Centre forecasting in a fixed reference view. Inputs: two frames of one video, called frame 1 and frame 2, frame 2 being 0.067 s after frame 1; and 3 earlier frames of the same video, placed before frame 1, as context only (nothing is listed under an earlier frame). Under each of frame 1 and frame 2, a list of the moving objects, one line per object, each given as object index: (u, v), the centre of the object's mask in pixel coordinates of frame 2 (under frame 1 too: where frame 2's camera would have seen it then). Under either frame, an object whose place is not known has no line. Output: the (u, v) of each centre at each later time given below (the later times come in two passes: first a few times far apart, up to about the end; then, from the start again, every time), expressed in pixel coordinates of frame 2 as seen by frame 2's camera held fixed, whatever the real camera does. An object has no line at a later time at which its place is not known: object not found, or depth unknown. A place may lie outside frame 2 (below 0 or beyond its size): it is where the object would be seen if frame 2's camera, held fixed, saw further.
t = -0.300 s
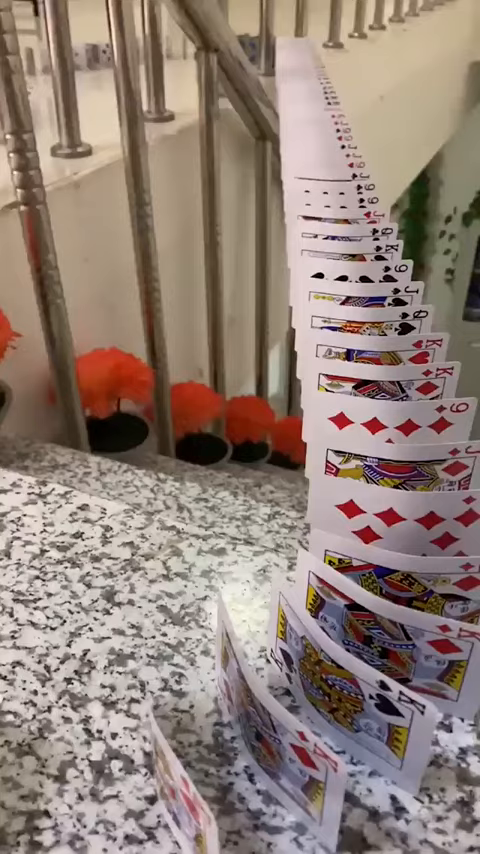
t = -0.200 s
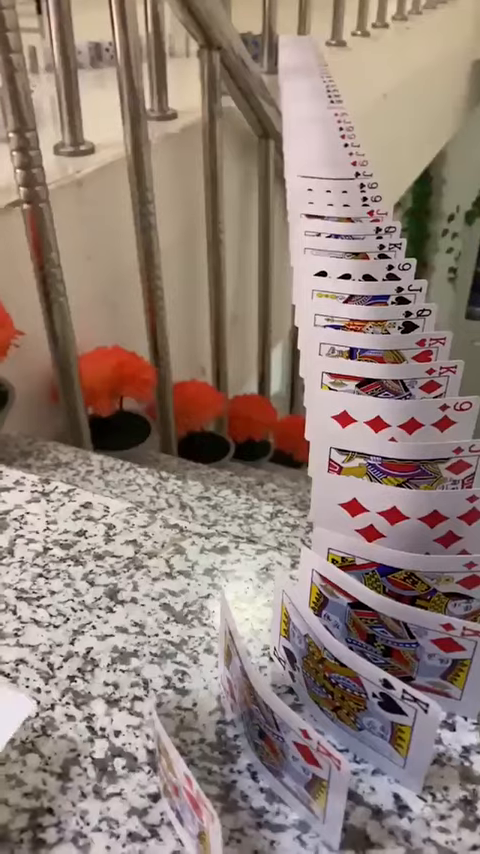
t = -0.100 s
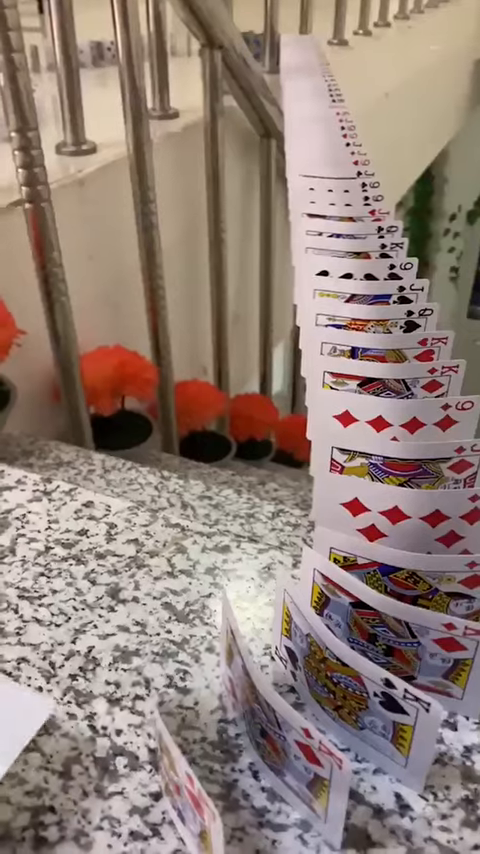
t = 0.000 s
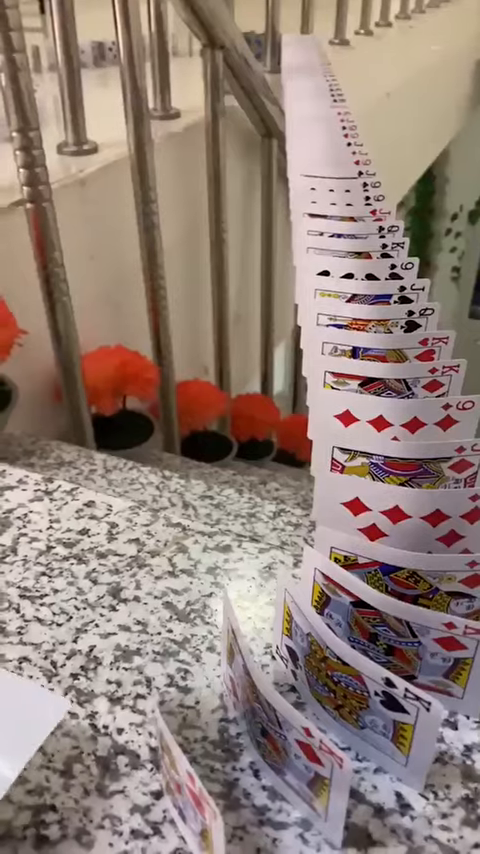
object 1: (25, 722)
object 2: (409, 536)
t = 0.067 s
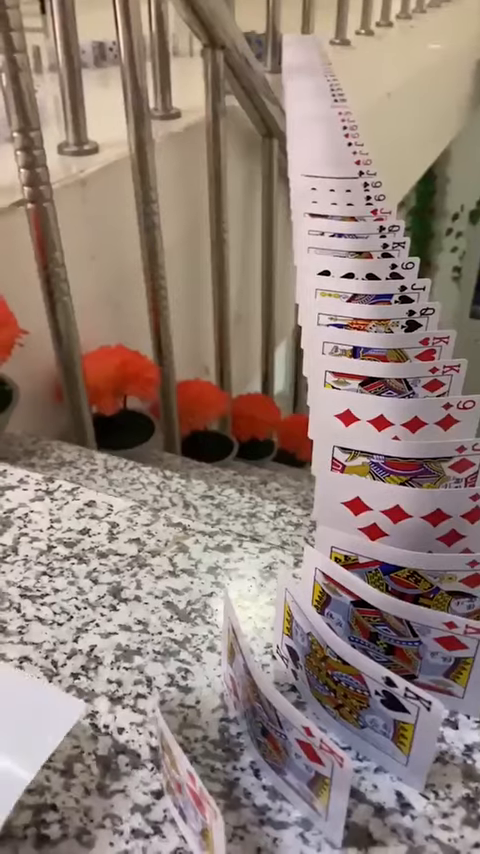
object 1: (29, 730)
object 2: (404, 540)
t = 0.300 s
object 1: (36, 737)
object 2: (402, 539)
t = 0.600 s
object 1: (47, 742)
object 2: (401, 539)
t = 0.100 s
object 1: (30, 732)
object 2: (404, 540)
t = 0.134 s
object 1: (30, 734)
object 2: (404, 540)
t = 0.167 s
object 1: (31, 737)
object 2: (403, 540)
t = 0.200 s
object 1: (32, 737)
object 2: (408, 536)
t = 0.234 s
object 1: (33, 737)
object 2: (403, 540)
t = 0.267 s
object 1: (35, 738)
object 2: (402, 539)
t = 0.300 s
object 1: (36, 737)
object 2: (402, 539)
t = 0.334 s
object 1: (37, 737)
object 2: (402, 539)
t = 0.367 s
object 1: (38, 737)
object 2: (402, 539)
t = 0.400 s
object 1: (40, 737)
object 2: (402, 539)
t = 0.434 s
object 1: (42, 739)
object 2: (402, 539)
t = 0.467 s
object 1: (43, 740)
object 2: (402, 539)
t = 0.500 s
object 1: (45, 740)
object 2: (402, 539)
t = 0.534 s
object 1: (46, 742)
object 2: (401, 539)
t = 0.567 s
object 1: (46, 742)
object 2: (401, 539)
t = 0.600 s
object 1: (47, 742)
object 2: (401, 539)
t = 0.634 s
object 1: (47, 743)
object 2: (401, 539)
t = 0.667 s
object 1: (46, 743)
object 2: (401, 539)
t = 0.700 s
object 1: (47, 743)
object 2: (401, 539)
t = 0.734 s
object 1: (48, 744)
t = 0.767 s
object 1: (49, 744)
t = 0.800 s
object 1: (50, 745)
